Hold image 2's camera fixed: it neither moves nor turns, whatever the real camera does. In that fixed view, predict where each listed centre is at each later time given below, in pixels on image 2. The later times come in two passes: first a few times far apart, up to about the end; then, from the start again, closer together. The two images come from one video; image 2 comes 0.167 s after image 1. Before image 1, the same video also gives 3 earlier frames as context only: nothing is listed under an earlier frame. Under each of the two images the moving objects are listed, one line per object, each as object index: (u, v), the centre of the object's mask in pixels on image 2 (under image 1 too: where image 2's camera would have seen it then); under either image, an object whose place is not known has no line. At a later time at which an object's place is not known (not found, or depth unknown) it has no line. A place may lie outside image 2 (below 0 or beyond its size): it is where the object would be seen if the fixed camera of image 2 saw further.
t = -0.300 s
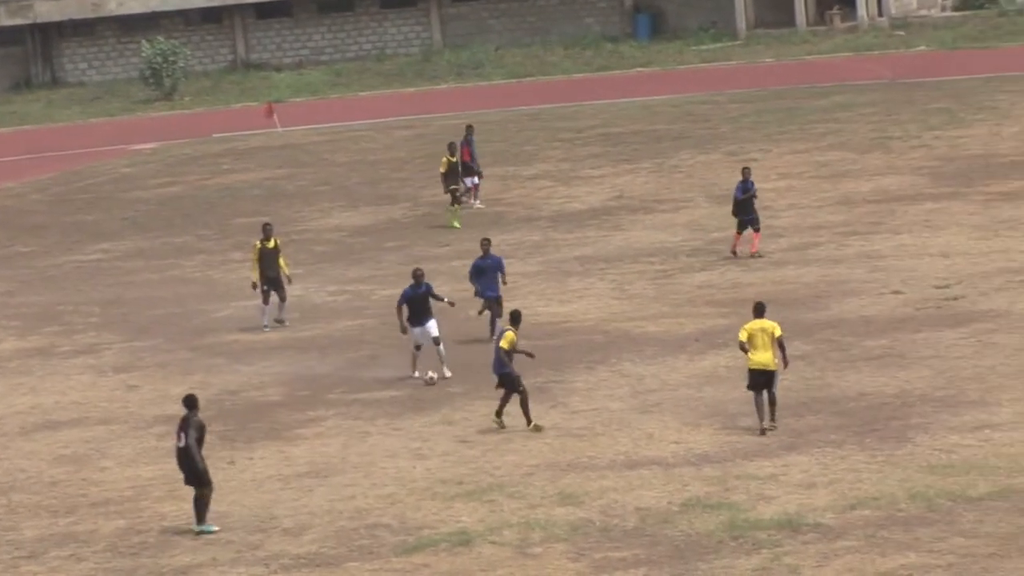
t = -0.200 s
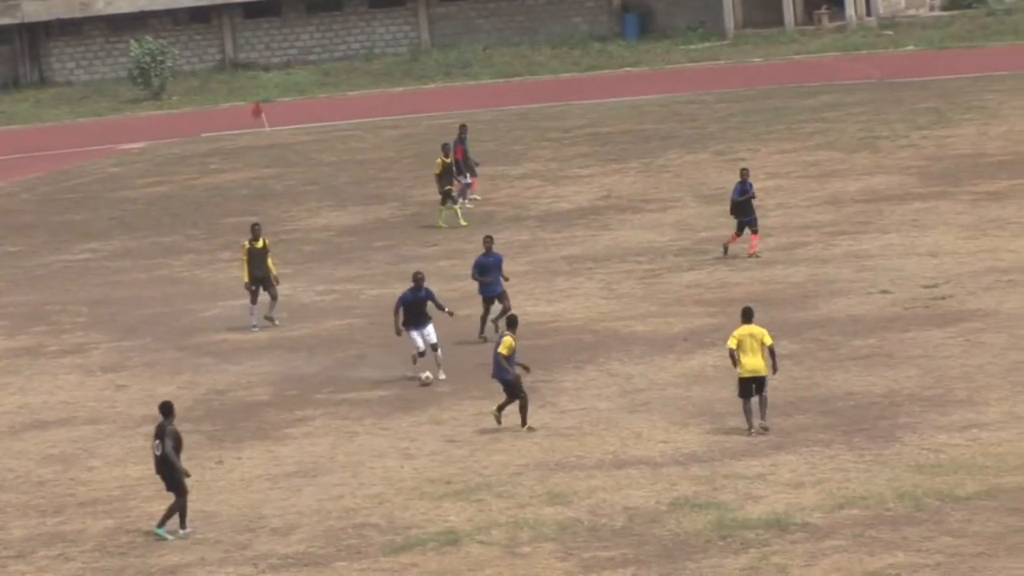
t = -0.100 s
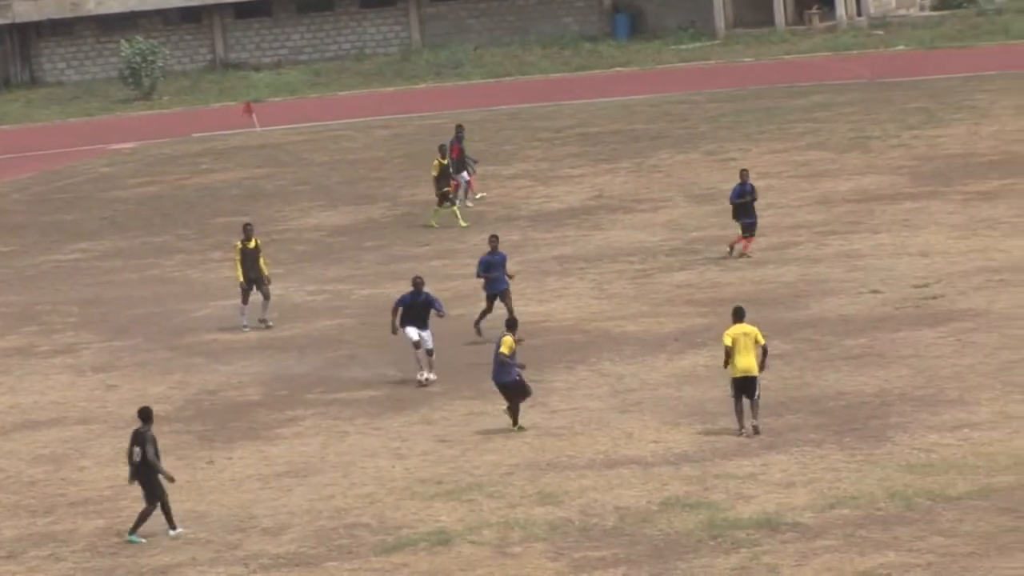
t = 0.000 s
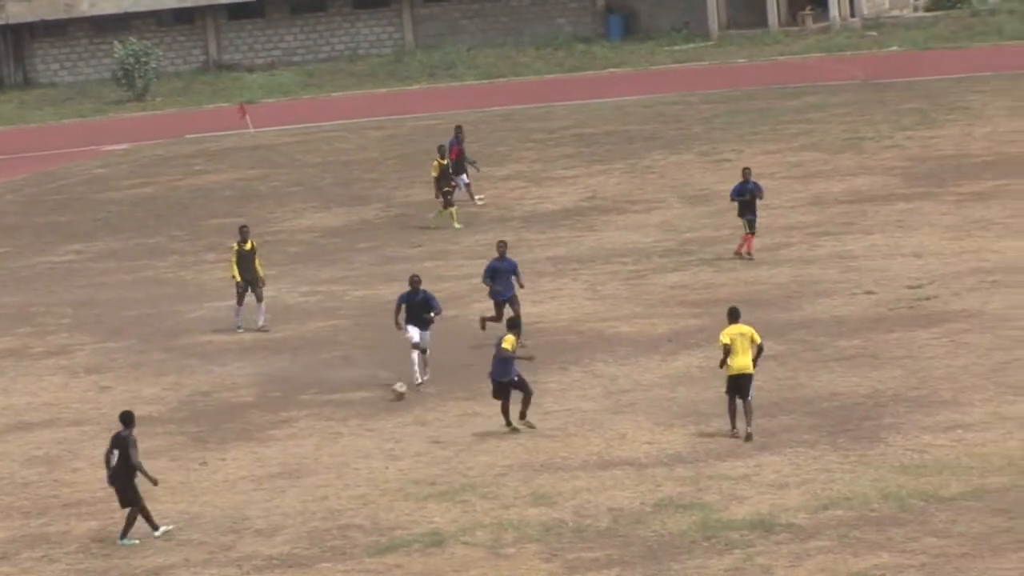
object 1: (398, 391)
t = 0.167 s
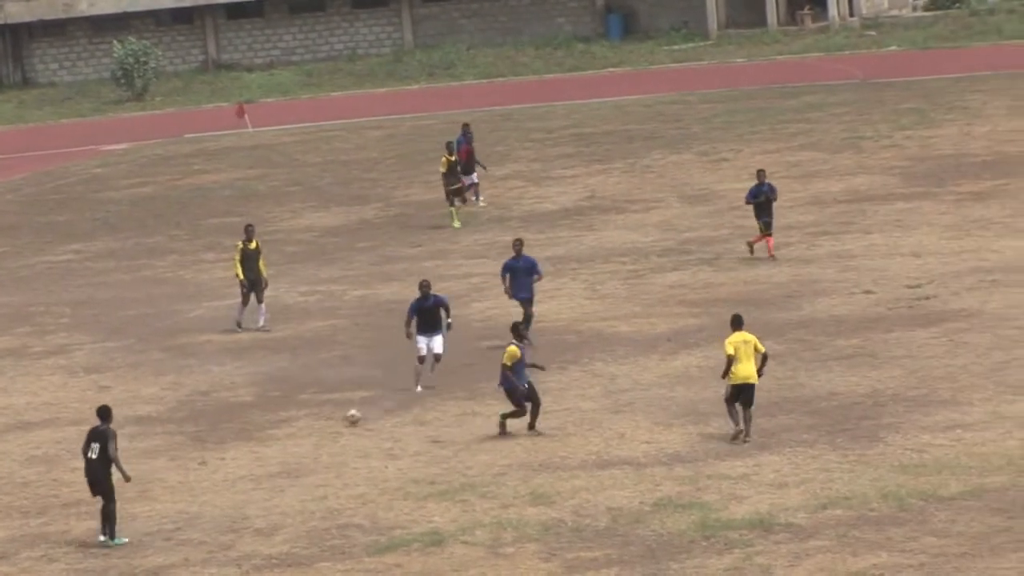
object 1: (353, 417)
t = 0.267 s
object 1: (324, 432)
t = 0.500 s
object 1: (255, 468)
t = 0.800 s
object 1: (172, 509)
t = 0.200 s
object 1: (343, 420)
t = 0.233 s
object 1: (334, 426)
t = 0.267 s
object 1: (324, 432)
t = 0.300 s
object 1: (314, 438)
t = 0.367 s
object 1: (294, 449)
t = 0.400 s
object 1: (284, 452)
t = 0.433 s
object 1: (274, 457)
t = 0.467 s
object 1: (264, 462)
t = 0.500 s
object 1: (255, 468)
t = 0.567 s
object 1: (235, 480)
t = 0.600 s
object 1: (226, 483)
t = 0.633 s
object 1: (216, 489)
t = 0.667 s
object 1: (207, 493)
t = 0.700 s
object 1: (198, 496)
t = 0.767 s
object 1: (180, 505)
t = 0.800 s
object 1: (172, 509)
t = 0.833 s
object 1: (163, 512)
